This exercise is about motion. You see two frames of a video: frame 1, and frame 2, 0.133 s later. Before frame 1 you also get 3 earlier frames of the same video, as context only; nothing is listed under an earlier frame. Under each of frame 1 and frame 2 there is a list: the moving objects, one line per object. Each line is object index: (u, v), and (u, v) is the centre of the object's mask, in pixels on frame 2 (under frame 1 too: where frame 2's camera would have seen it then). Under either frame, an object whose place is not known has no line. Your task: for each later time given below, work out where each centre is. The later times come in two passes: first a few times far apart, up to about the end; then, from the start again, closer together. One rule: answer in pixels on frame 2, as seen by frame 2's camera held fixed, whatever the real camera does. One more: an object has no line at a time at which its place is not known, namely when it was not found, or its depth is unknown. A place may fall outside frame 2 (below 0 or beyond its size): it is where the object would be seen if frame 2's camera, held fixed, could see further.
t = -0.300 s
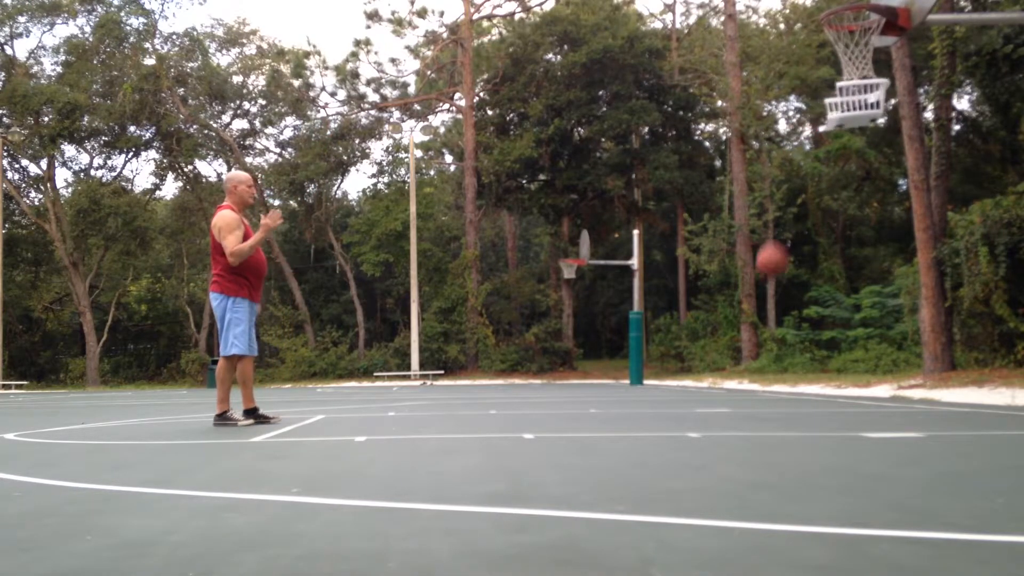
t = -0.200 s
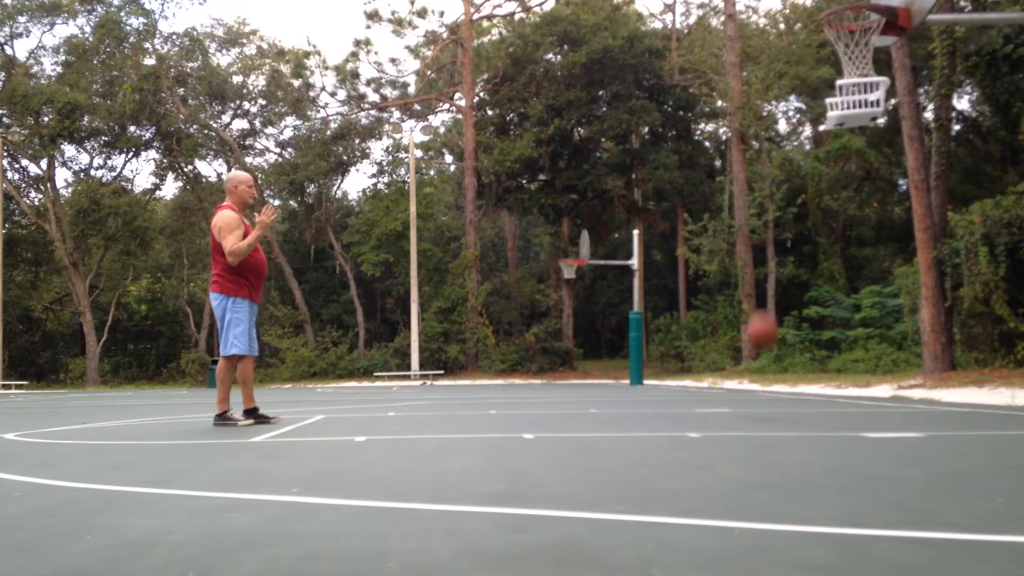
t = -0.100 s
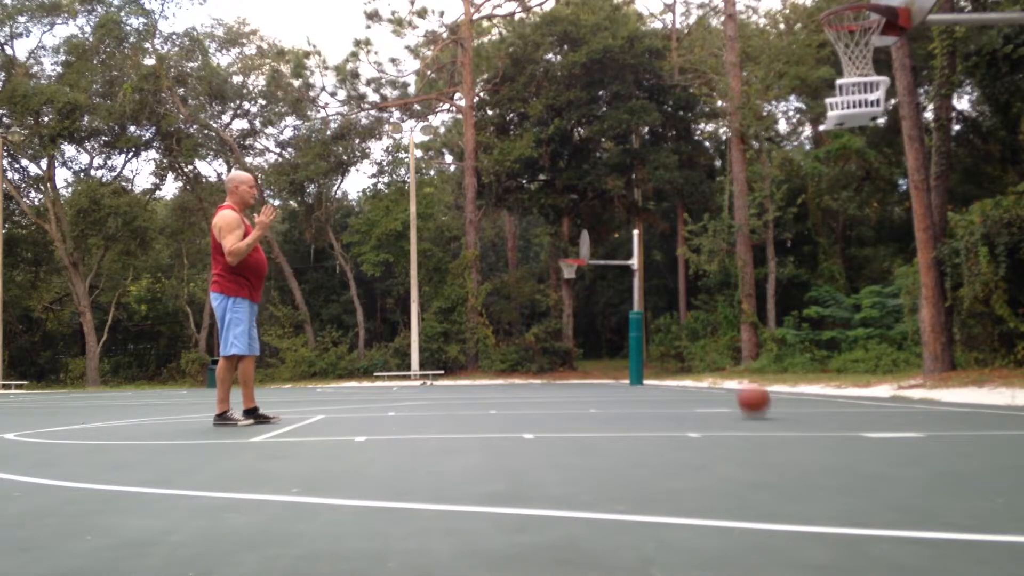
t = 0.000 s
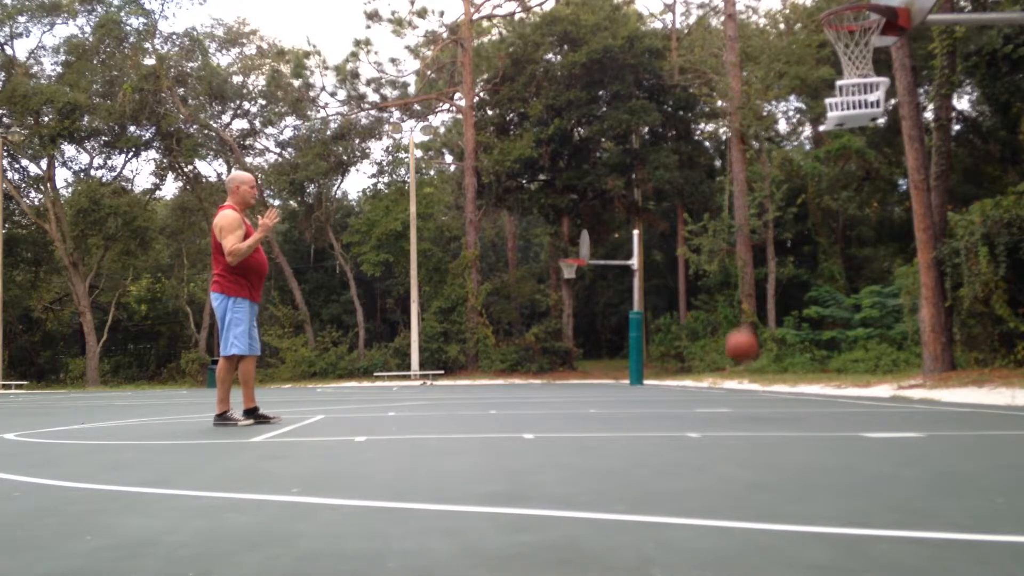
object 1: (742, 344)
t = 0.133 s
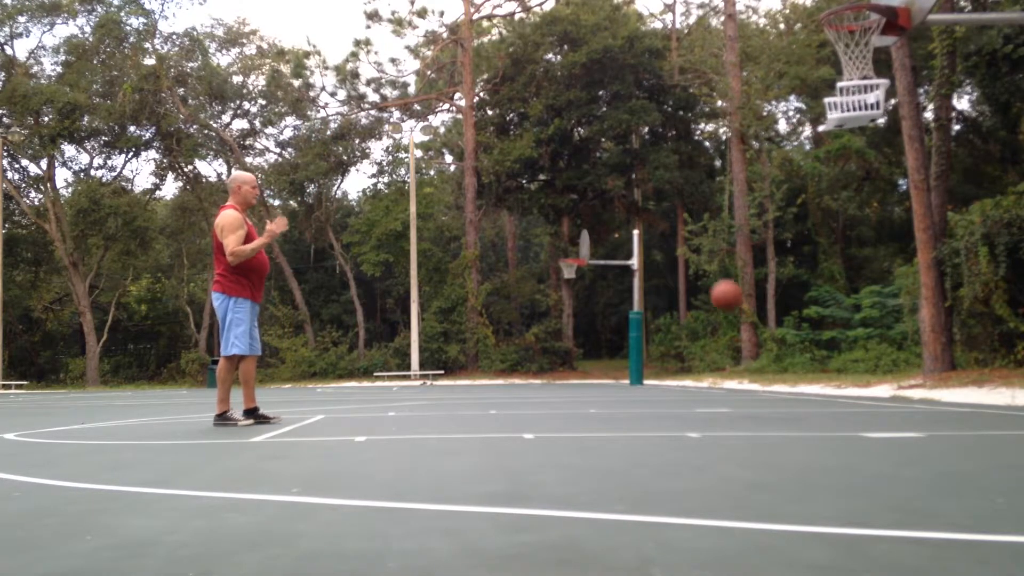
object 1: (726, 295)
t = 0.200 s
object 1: (719, 279)
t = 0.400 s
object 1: (699, 261)
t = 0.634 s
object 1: (675, 304)
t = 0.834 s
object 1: (657, 400)
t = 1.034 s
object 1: (639, 341)
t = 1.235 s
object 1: (622, 324)
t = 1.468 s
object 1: (603, 369)
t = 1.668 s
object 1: (586, 373)
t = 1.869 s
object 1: (571, 358)
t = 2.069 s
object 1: (555, 396)
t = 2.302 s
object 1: (538, 375)
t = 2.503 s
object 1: (523, 399)
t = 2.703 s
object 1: (507, 387)
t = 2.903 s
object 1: (492, 402)
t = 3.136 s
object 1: (474, 405)
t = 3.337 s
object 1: (458, 402)
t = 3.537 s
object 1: (443, 405)
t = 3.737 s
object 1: (429, 407)
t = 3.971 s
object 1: (411, 408)
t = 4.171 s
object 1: (396, 409)
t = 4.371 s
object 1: (381, 409)
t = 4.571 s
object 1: (365, 410)
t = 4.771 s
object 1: (351, 410)
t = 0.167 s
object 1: (723, 286)
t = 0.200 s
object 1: (719, 279)
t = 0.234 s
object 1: (716, 273)
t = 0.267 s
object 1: (712, 268)
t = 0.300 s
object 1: (709, 265)
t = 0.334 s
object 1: (705, 262)
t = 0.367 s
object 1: (702, 261)
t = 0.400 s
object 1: (699, 261)
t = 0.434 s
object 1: (695, 264)
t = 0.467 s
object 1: (692, 267)
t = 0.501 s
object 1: (688, 272)
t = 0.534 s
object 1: (684, 278)
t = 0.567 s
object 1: (682, 285)
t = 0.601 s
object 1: (678, 294)
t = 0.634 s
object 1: (675, 304)
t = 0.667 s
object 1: (671, 317)
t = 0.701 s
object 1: (668, 330)
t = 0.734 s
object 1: (666, 345)
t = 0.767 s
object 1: (662, 361)
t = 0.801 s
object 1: (659, 379)
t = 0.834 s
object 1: (657, 400)
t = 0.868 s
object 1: (653, 393)
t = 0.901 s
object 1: (650, 378)
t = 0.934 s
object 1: (648, 366)
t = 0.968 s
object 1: (645, 357)
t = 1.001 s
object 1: (642, 349)
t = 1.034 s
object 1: (639, 341)
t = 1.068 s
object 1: (636, 334)
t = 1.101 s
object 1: (633, 330)
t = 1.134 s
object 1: (630, 326)
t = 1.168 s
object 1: (627, 324)
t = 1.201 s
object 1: (625, 323)
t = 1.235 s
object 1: (622, 324)
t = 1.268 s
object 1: (619, 326)
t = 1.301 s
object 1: (616, 329)
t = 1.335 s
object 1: (614, 334)
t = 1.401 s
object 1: (609, 349)
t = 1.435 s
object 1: (606, 358)
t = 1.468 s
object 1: (603, 369)
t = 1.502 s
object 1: (600, 381)
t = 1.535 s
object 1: (598, 396)
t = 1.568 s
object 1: (594, 399)
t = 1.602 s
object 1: (592, 389)
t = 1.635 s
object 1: (589, 380)
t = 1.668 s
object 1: (586, 373)
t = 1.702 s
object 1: (584, 367)
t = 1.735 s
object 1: (581, 362)
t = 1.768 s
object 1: (579, 359)
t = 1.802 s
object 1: (576, 358)
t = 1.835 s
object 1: (574, 357)
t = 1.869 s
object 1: (571, 358)
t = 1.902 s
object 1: (569, 360)
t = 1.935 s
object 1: (566, 364)
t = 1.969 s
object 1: (563, 369)
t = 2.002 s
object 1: (561, 376)
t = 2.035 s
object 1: (558, 385)
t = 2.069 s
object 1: (555, 396)
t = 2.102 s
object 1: (553, 403)
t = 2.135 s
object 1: (551, 396)
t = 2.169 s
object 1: (548, 388)
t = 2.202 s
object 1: (546, 383)
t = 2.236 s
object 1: (543, 379)
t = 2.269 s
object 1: (540, 376)
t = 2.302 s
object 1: (538, 375)
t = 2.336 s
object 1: (535, 375)
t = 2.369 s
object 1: (533, 377)
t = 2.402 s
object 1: (530, 380)
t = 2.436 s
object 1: (528, 385)
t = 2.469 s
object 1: (525, 392)
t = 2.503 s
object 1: (523, 399)
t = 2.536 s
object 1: (520, 404)
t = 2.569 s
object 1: (518, 398)
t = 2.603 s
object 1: (515, 393)
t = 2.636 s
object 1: (512, 389)
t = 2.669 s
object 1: (510, 387)
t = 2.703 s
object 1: (507, 387)
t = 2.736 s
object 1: (505, 388)
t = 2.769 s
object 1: (502, 390)
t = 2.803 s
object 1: (499, 394)
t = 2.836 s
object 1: (497, 400)
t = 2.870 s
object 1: (494, 406)
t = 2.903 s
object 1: (492, 402)
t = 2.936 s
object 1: (489, 398)
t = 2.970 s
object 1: (487, 395)
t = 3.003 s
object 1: (484, 394)
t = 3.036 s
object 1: (481, 395)
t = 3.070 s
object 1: (479, 396)
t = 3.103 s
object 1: (476, 400)
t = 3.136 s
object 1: (474, 405)
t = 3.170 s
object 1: (471, 404)
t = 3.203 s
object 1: (468, 401)
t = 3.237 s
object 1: (466, 399)
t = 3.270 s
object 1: (463, 399)
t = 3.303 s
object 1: (461, 400)
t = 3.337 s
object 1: (458, 402)
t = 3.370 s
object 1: (456, 407)
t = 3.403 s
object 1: (453, 404)
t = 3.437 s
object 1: (451, 402)
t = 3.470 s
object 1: (448, 402)
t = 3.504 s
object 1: (446, 403)
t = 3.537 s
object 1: (443, 405)
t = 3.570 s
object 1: (441, 406)
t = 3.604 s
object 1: (439, 405)
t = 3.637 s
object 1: (436, 404)
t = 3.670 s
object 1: (434, 405)
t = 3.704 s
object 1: (432, 407)
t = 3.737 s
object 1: (429, 407)
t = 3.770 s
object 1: (426, 406)
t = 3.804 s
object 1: (424, 407)
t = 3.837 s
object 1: (421, 408)
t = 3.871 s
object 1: (419, 407)
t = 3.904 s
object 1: (416, 408)
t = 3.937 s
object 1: (414, 408)
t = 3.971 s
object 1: (411, 408)
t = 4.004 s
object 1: (409, 408)
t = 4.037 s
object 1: (406, 408)
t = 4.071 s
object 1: (404, 408)
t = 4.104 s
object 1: (401, 409)
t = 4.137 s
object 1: (399, 409)
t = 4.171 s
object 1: (396, 409)
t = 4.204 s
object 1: (393, 409)
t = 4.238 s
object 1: (391, 409)
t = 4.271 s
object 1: (388, 409)
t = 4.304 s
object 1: (386, 409)
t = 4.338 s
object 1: (383, 409)
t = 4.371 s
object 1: (381, 409)
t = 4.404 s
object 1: (378, 409)
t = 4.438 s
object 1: (376, 410)
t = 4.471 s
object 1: (373, 410)
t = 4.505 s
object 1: (370, 410)
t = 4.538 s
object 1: (368, 410)
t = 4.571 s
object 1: (365, 410)
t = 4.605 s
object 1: (363, 410)
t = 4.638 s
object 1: (360, 410)
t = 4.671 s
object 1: (358, 410)
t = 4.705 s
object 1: (355, 410)
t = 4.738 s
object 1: (353, 410)
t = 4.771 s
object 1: (351, 410)
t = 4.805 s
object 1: (348, 410)
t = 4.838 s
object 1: (346, 410)
